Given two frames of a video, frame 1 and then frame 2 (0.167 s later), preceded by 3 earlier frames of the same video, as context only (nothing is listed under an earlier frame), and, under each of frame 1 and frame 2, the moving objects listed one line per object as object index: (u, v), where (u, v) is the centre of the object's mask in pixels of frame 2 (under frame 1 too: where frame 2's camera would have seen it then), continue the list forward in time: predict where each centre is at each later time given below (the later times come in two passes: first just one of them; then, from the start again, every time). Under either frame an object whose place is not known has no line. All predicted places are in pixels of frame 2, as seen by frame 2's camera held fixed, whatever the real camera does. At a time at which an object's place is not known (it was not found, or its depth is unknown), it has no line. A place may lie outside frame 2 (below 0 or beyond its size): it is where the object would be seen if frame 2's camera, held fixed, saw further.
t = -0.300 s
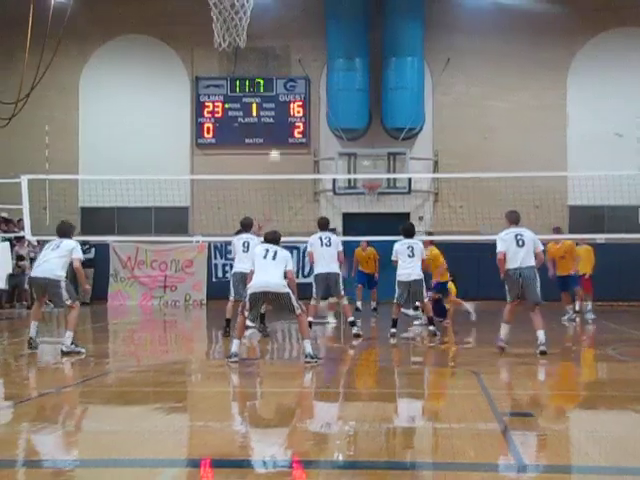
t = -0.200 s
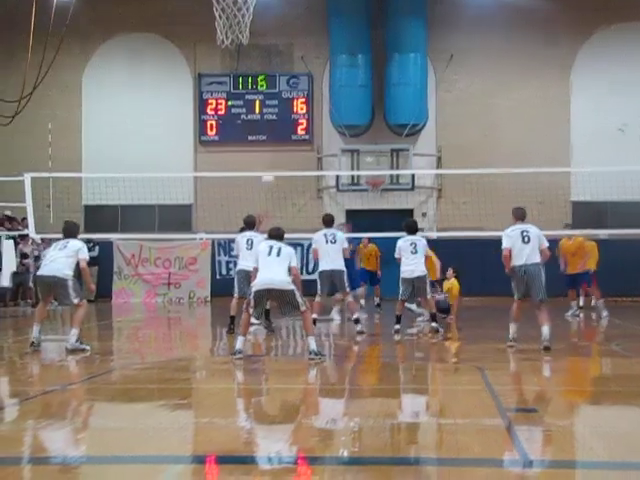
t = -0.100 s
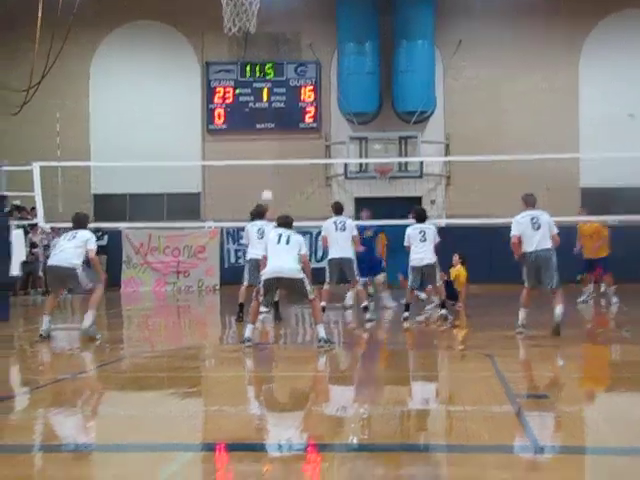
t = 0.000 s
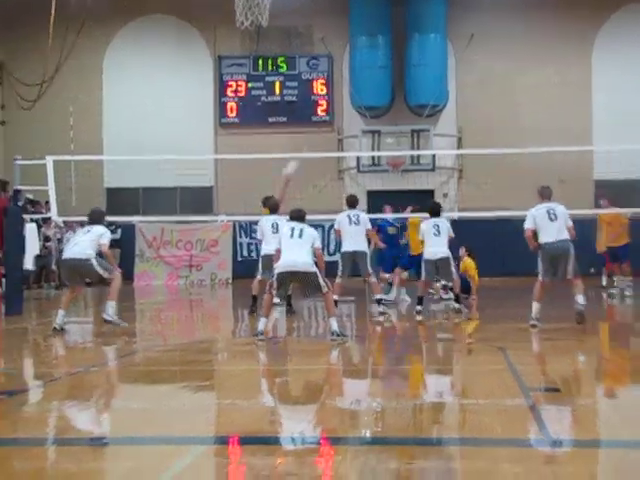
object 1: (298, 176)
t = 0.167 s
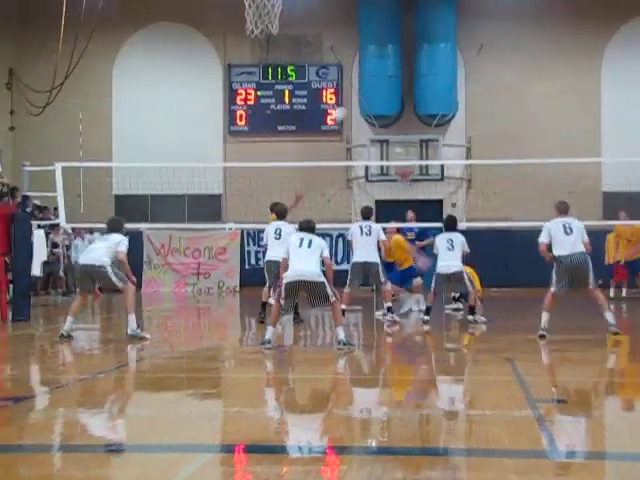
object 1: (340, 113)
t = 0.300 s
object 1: (369, 76)
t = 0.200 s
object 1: (345, 103)
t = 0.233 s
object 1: (353, 93)
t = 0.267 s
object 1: (361, 84)
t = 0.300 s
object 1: (369, 76)
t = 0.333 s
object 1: (376, 68)
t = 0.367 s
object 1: (384, 61)
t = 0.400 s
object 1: (392, 55)
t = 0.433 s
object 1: (399, 50)
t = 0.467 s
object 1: (407, 45)
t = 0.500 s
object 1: (415, 41)
